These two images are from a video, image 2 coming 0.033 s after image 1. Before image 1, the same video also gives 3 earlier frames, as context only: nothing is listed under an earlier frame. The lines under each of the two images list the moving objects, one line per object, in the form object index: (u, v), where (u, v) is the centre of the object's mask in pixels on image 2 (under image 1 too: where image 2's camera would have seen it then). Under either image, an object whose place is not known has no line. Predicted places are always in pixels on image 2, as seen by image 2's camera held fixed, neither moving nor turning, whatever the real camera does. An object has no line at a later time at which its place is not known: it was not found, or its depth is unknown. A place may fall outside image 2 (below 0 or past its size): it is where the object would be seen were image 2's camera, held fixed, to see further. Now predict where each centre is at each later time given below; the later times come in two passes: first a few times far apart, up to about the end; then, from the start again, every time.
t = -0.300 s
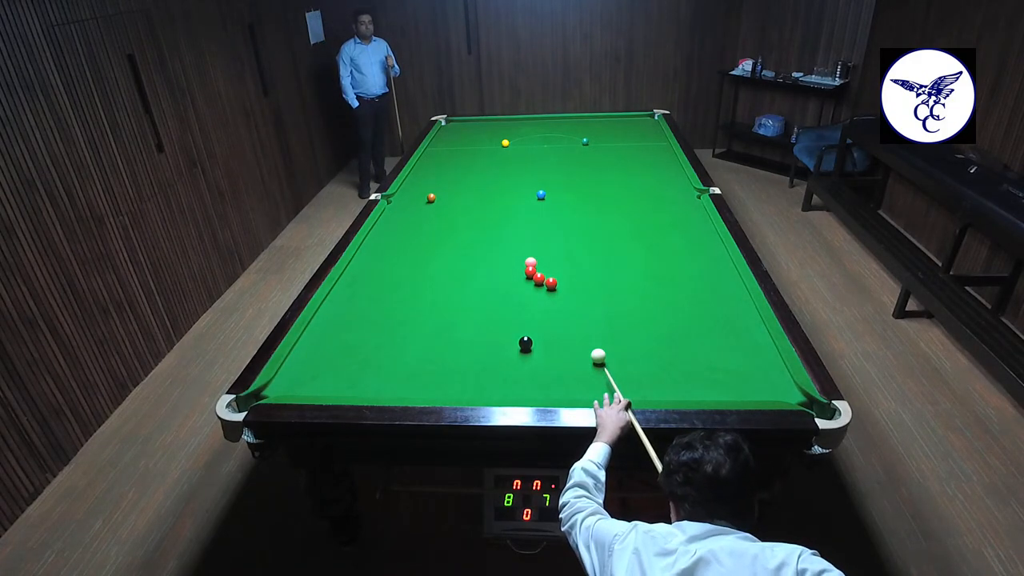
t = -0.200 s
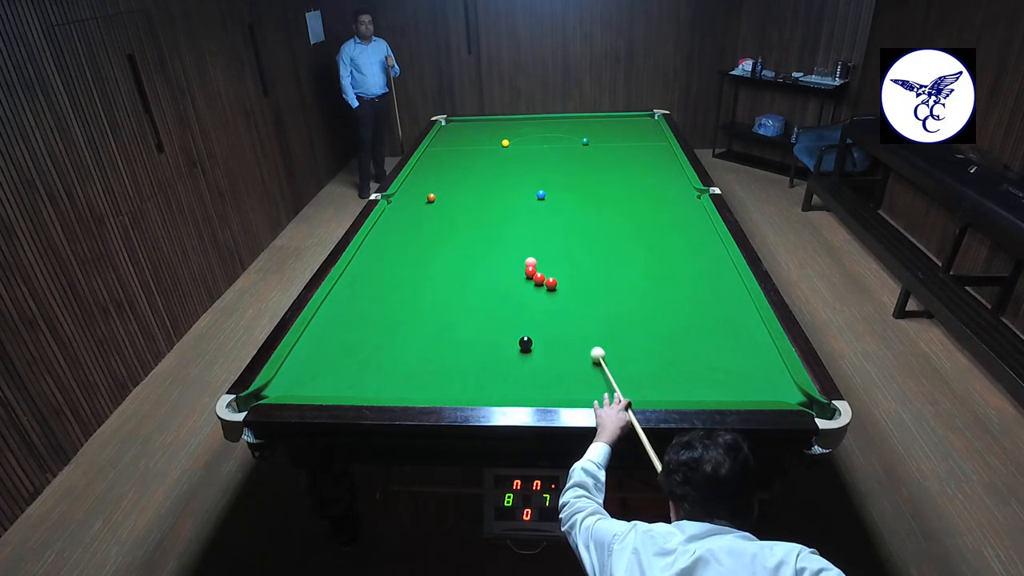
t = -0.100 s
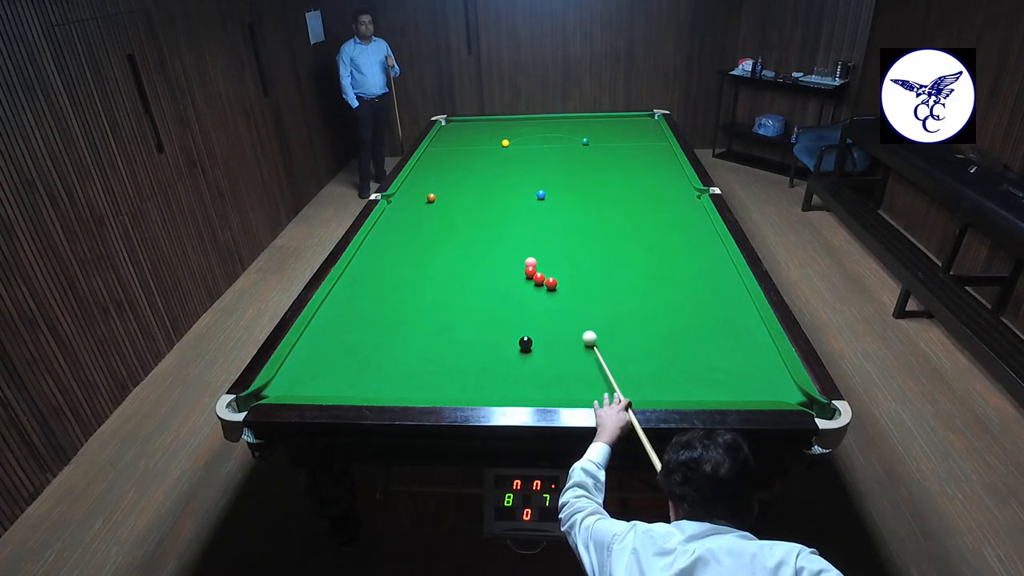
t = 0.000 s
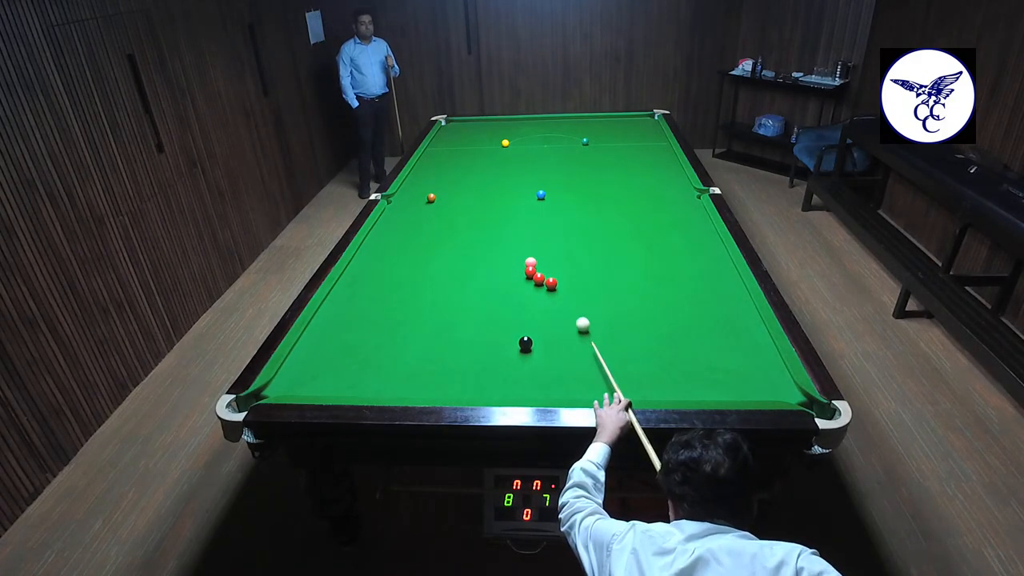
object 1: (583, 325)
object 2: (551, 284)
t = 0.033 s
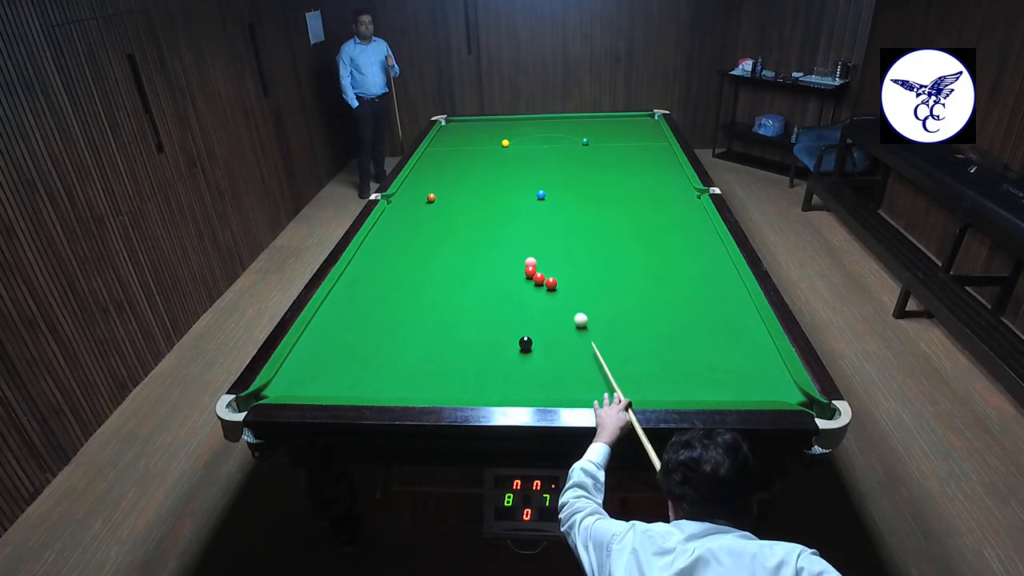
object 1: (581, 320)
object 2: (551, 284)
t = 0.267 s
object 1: (567, 293)
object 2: (551, 284)
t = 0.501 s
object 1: (564, 271)
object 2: (545, 284)
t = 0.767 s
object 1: (564, 250)
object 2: (540, 285)
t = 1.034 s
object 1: (564, 232)
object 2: (537, 285)
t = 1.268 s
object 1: (564, 218)
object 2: (535, 286)
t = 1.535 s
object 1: (565, 204)
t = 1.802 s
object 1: (565, 193)
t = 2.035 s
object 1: (565, 184)
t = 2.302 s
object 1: (566, 174)
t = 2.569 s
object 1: (566, 166)
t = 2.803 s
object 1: (566, 160)
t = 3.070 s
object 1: (566, 153)
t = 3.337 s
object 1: (566, 147)
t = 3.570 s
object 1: (566, 143)
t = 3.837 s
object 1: (566, 138)
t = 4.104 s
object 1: (566, 134)
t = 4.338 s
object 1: (566, 130)
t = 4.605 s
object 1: (566, 127)
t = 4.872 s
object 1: (566, 124)
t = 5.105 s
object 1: (566, 121)
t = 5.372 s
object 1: (566, 119)
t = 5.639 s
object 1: (566, 117)
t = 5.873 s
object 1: (566, 118)
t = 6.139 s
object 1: (566, 119)
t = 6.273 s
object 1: (567, 120)
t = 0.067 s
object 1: (579, 316)
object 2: (551, 284)
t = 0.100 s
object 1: (577, 312)
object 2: (551, 284)
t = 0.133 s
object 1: (575, 308)
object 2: (551, 284)
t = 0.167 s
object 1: (573, 304)
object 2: (551, 284)
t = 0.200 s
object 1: (571, 300)
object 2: (551, 284)
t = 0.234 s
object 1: (569, 297)
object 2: (551, 284)
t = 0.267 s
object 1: (567, 293)
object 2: (551, 284)
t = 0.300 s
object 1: (566, 289)
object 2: (551, 284)
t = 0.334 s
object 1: (564, 286)
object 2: (551, 284)
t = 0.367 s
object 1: (564, 283)
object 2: (550, 284)
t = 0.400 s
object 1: (564, 279)
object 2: (548, 283)
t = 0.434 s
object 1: (564, 276)
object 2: (547, 284)
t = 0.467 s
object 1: (564, 273)
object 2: (546, 284)
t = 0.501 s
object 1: (564, 271)
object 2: (545, 284)
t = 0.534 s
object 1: (564, 268)
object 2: (545, 284)
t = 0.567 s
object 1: (564, 265)
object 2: (544, 284)
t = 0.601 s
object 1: (564, 262)
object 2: (543, 284)
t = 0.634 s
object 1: (564, 260)
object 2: (543, 284)
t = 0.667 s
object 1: (564, 257)
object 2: (542, 284)
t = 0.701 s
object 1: (564, 254)
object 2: (542, 285)
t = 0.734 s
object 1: (564, 252)
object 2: (541, 285)
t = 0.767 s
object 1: (564, 250)
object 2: (540, 285)
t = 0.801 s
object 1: (564, 247)
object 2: (540, 285)
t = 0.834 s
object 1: (564, 245)
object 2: (539, 285)
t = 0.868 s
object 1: (564, 242)
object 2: (539, 285)
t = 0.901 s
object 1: (564, 240)
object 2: (539, 285)
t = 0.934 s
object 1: (564, 238)
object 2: (538, 285)
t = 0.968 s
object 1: (564, 236)
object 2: (538, 285)
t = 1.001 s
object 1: (564, 234)
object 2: (537, 285)
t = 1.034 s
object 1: (564, 232)
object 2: (537, 285)
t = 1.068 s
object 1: (565, 230)
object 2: (537, 286)
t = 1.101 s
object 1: (564, 228)
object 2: (536, 286)
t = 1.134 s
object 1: (564, 225)
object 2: (536, 286)
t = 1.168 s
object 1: (565, 224)
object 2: (536, 286)
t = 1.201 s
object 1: (565, 222)
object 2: (536, 286)
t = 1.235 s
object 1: (565, 220)
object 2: (536, 286)
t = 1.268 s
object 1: (564, 218)
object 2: (535, 286)
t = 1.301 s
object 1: (565, 216)
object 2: (535, 286)
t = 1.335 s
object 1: (565, 214)
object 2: (535, 286)
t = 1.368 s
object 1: (565, 213)
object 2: (535, 286)
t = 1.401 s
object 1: (565, 211)
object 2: (535, 286)
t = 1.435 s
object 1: (565, 209)
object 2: (534, 286)
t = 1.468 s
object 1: (565, 208)
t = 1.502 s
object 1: (565, 206)
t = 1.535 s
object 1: (565, 204)
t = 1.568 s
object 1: (565, 203)
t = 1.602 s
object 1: (565, 201)
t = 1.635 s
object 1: (565, 200)
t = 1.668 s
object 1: (565, 198)
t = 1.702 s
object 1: (565, 197)
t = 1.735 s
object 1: (565, 195)
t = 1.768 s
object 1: (565, 194)
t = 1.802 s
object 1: (565, 193)
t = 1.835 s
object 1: (565, 191)
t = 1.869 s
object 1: (565, 190)
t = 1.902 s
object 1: (565, 188)
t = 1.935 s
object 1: (565, 187)
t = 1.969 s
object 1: (565, 186)
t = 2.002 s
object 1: (565, 185)
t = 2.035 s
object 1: (565, 184)
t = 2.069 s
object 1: (566, 182)
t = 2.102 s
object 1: (565, 181)
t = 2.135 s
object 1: (566, 180)
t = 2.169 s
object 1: (565, 179)
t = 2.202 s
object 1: (566, 178)
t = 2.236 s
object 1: (566, 176)
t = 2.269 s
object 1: (566, 175)
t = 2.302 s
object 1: (566, 174)
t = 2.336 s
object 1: (566, 173)
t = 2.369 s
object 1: (566, 172)
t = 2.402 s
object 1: (566, 171)
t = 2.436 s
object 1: (566, 170)
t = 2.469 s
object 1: (566, 169)
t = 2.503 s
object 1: (566, 168)
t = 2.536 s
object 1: (566, 167)
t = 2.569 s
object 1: (566, 166)
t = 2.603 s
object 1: (566, 165)
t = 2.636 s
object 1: (566, 164)
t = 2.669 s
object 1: (566, 163)
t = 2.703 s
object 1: (566, 162)
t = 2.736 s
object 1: (566, 161)
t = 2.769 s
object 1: (566, 160)
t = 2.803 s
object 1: (566, 160)
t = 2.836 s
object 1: (566, 159)
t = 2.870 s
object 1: (566, 158)
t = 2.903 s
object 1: (566, 157)
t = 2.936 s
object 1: (566, 156)
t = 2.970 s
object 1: (566, 155)
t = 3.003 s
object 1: (566, 155)
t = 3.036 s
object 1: (566, 154)
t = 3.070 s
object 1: (566, 153)
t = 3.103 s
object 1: (566, 152)
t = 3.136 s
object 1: (566, 151)
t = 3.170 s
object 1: (566, 151)
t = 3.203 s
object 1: (566, 150)
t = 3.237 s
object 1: (566, 149)
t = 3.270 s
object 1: (566, 149)
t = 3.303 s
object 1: (566, 148)
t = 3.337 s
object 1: (566, 147)
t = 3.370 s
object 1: (566, 146)
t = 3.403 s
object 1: (566, 146)
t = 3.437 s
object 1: (566, 145)
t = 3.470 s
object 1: (566, 144)
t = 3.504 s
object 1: (566, 144)
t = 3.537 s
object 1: (566, 143)
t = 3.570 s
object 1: (566, 143)
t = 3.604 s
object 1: (566, 142)
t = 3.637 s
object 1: (566, 141)
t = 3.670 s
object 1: (566, 141)
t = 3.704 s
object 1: (566, 140)
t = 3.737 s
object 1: (566, 139)
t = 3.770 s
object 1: (566, 139)
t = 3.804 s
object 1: (566, 138)
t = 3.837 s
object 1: (566, 138)
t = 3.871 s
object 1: (566, 137)
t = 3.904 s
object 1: (566, 137)
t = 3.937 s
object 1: (566, 136)
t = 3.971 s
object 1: (566, 136)
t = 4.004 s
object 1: (566, 135)
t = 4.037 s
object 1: (566, 135)
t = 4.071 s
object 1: (566, 134)
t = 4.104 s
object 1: (566, 134)
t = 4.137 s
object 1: (566, 133)
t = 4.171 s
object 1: (566, 133)
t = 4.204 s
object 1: (566, 132)
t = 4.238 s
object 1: (566, 132)
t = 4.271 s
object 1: (566, 131)
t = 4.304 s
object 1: (566, 131)
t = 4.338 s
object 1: (566, 130)
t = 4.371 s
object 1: (566, 130)
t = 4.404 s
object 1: (566, 129)
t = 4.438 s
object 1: (566, 129)
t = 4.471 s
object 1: (566, 128)
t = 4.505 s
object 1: (566, 128)
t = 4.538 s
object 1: (566, 128)
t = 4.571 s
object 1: (566, 127)
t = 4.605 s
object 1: (566, 127)
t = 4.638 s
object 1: (566, 126)
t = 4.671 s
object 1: (566, 126)
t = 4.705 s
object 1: (566, 126)
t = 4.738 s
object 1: (566, 125)
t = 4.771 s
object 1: (566, 125)
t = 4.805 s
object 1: (566, 125)
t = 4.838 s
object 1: (566, 124)
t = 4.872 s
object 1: (566, 124)
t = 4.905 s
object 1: (566, 123)
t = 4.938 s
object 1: (566, 123)
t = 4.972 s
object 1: (566, 123)
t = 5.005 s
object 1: (566, 122)
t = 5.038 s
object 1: (566, 122)
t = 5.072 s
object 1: (566, 122)
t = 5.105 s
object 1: (566, 121)
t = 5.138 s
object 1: (566, 121)
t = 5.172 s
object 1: (566, 121)
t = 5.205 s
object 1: (566, 121)
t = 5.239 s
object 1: (566, 120)
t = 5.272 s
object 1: (566, 120)
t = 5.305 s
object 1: (566, 120)
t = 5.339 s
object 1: (566, 119)
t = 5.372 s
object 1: (566, 119)
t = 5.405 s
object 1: (566, 119)
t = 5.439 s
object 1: (566, 118)
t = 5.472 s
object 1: (566, 118)
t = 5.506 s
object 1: (566, 118)
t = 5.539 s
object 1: (566, 118)
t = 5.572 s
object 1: (566, 117)
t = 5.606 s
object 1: (566, 117)
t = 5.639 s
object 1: (566, 117)
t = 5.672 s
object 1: (566, 117)
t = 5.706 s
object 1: (566, 117)
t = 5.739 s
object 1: (566, 118)
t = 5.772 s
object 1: (566, 118)
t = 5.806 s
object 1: (566, 118)
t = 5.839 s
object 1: (566, 118)
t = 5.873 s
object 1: (566, 118)
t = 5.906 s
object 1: (566, 118)
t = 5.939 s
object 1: (566, 118)
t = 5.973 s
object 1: (566, 119)
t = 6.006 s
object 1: (566, 119)
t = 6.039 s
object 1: (566, 119)
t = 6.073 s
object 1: (566, 119)
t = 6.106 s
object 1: (566, 119)
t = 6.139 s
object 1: (566, 119)
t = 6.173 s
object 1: (566, 119)
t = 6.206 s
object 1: (566, 119)
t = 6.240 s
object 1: (566, 120)
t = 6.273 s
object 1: (567, 120)
